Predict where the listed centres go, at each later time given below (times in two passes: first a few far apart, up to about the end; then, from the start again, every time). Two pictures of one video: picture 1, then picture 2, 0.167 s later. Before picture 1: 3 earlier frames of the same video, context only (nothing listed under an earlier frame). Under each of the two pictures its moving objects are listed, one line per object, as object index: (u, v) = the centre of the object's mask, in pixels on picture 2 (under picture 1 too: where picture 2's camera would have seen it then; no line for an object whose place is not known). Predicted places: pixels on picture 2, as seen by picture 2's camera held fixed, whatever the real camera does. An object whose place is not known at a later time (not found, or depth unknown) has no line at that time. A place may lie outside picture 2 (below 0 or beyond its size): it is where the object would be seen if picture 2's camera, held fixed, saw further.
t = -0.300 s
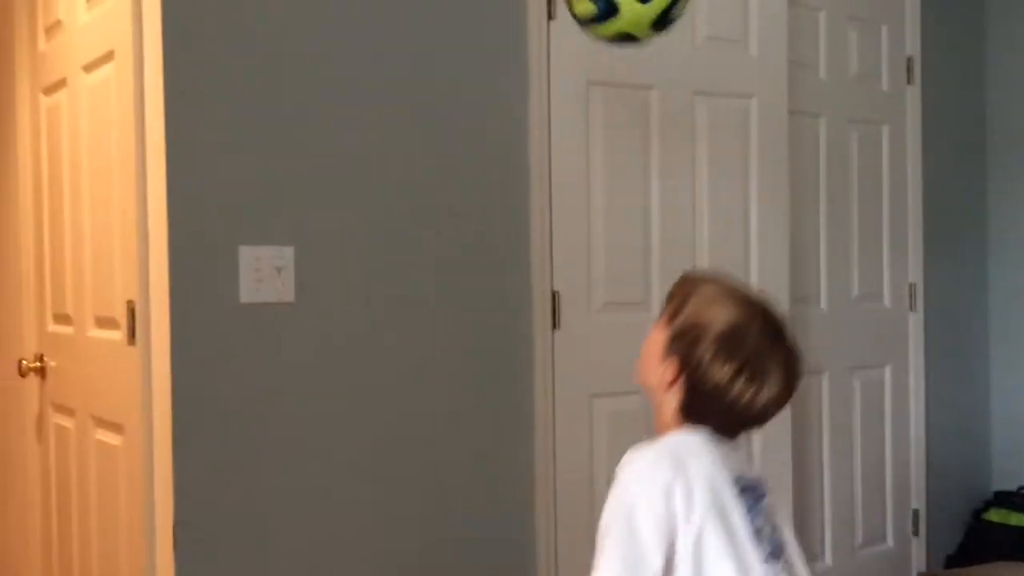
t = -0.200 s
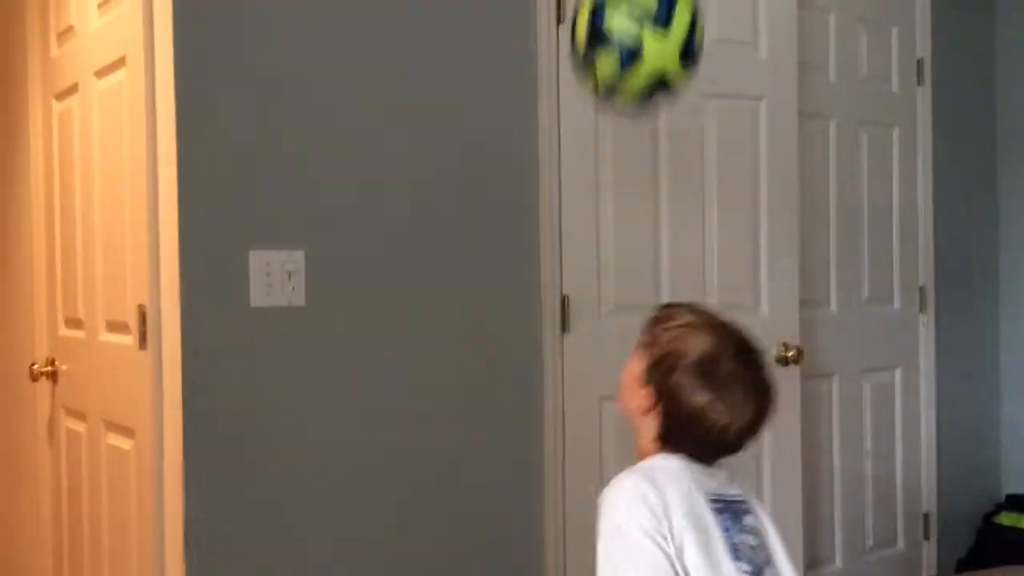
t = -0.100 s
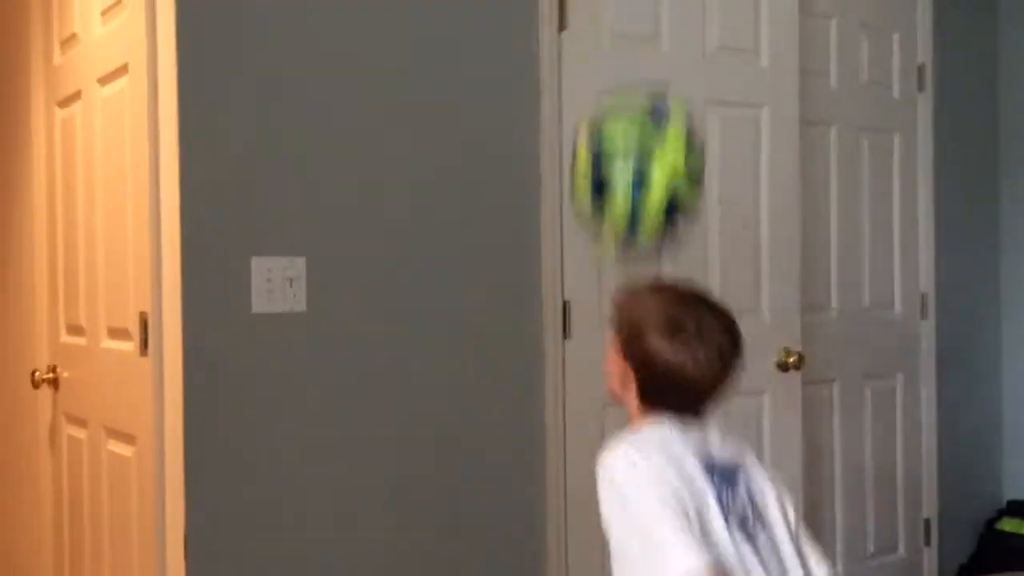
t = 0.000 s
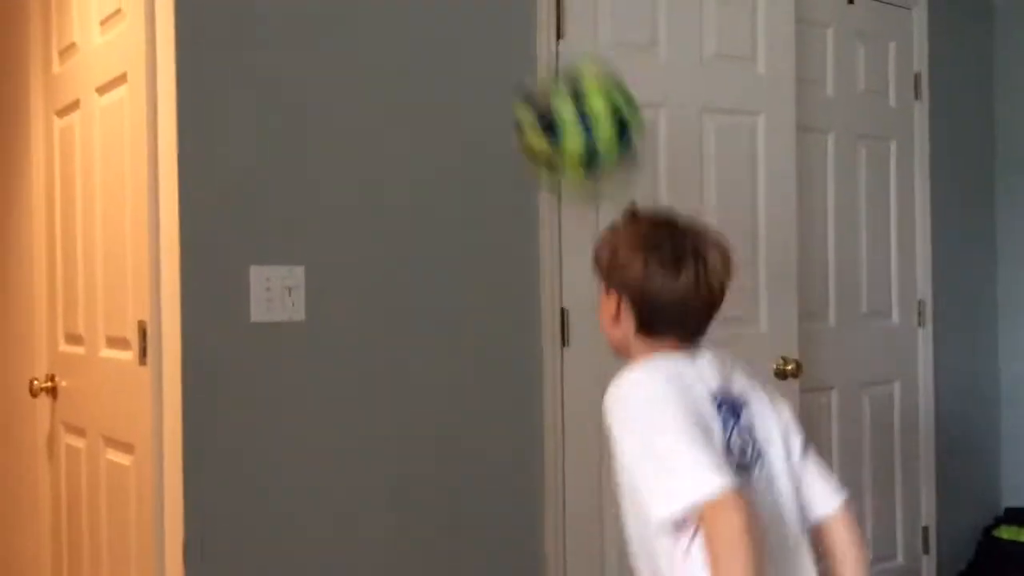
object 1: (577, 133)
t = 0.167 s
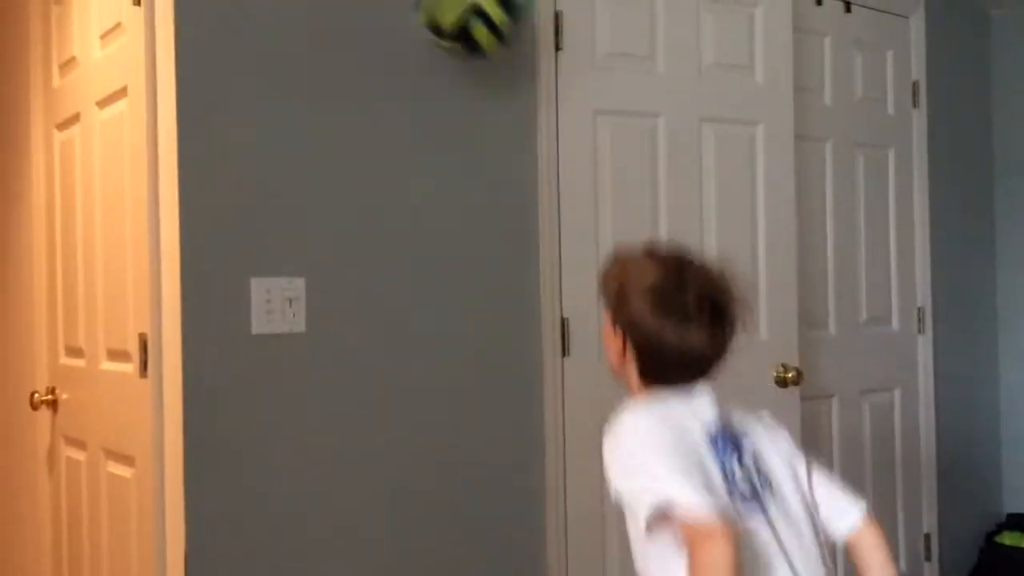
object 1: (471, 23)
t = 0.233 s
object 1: (434, 19)
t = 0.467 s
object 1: (549, 25)
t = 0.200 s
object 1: (451, 19)
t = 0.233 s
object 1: (434, 19)
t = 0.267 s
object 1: (430, 17)
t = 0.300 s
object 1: (449, 11)
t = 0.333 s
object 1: (467, 10)
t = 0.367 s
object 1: (488, 9)
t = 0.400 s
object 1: (508, 12)
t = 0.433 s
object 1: (528, 17)
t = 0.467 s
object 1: (549, 25)
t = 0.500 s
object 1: (574, 42)
